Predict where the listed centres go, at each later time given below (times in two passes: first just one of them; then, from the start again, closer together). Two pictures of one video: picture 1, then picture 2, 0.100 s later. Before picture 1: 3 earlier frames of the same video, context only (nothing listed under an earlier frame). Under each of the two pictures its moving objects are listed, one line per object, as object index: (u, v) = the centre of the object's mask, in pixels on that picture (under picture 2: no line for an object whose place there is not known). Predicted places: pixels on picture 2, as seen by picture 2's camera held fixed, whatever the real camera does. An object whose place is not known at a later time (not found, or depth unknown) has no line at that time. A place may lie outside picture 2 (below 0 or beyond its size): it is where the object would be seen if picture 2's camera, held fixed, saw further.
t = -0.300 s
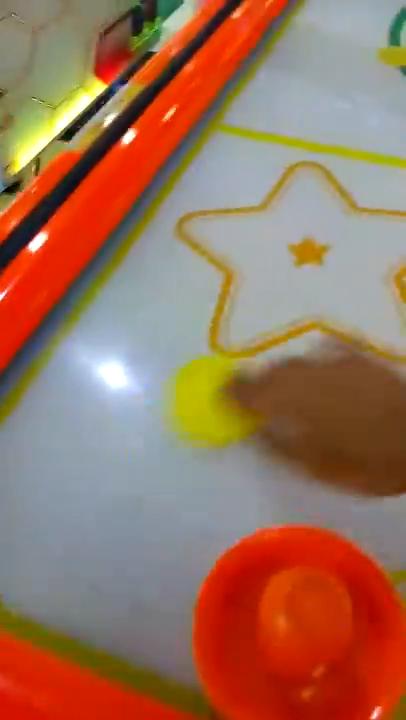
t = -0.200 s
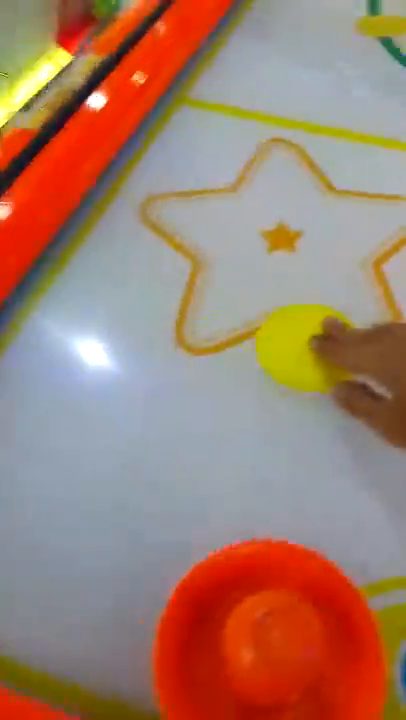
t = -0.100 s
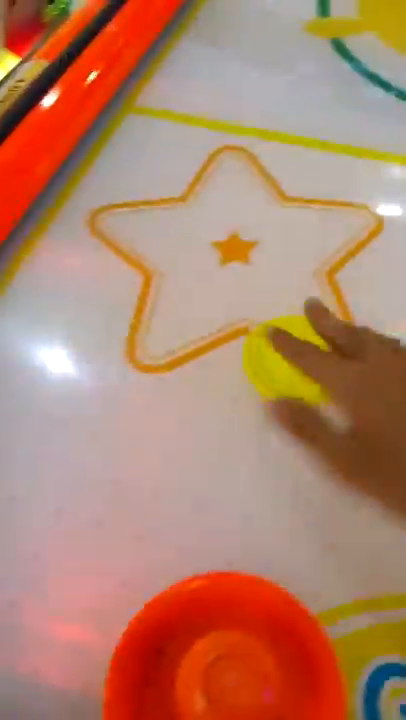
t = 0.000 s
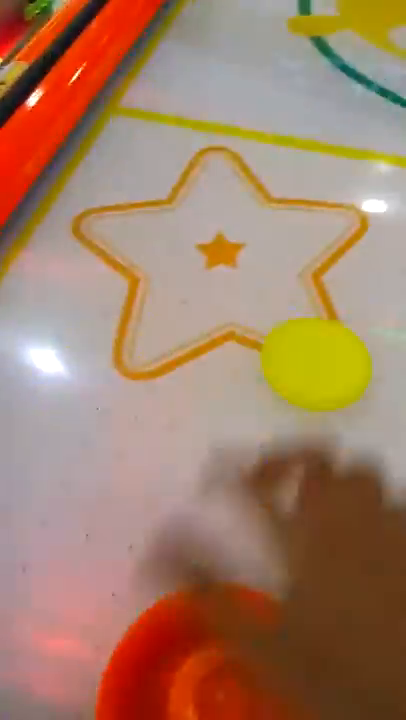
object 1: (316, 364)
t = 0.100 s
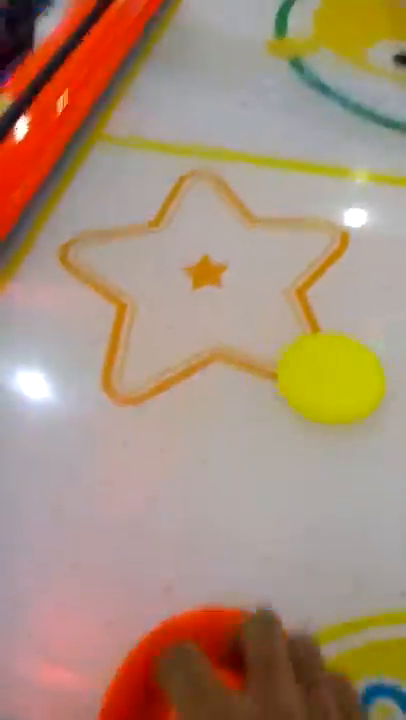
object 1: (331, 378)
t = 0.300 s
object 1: (389, 379)
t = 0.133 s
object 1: (342, 377)
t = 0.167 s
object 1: (352, 377)
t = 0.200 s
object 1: (360, 377)
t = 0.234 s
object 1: (371, 378)
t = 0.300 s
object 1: (389, 379)
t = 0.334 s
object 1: (396, 380)
